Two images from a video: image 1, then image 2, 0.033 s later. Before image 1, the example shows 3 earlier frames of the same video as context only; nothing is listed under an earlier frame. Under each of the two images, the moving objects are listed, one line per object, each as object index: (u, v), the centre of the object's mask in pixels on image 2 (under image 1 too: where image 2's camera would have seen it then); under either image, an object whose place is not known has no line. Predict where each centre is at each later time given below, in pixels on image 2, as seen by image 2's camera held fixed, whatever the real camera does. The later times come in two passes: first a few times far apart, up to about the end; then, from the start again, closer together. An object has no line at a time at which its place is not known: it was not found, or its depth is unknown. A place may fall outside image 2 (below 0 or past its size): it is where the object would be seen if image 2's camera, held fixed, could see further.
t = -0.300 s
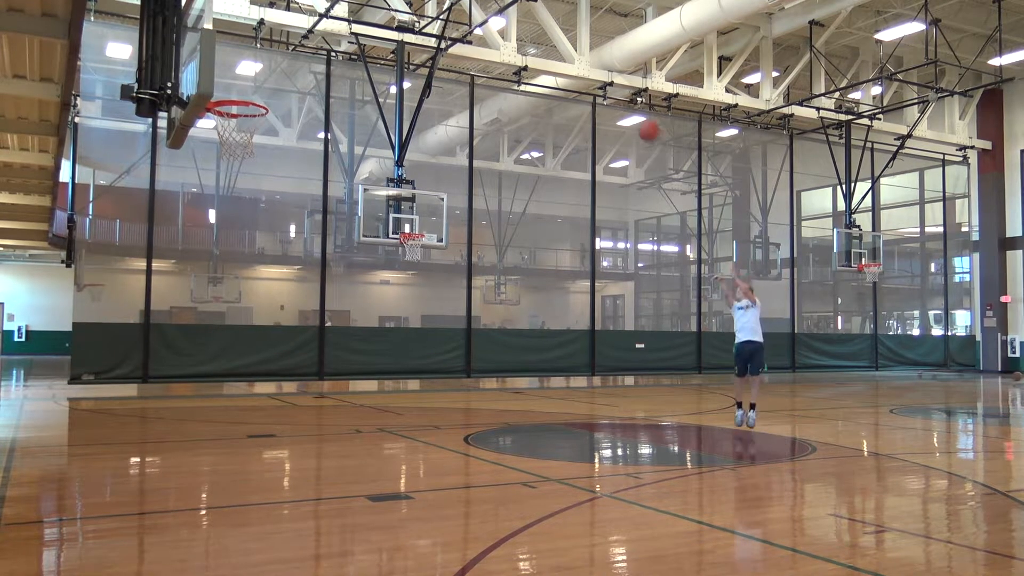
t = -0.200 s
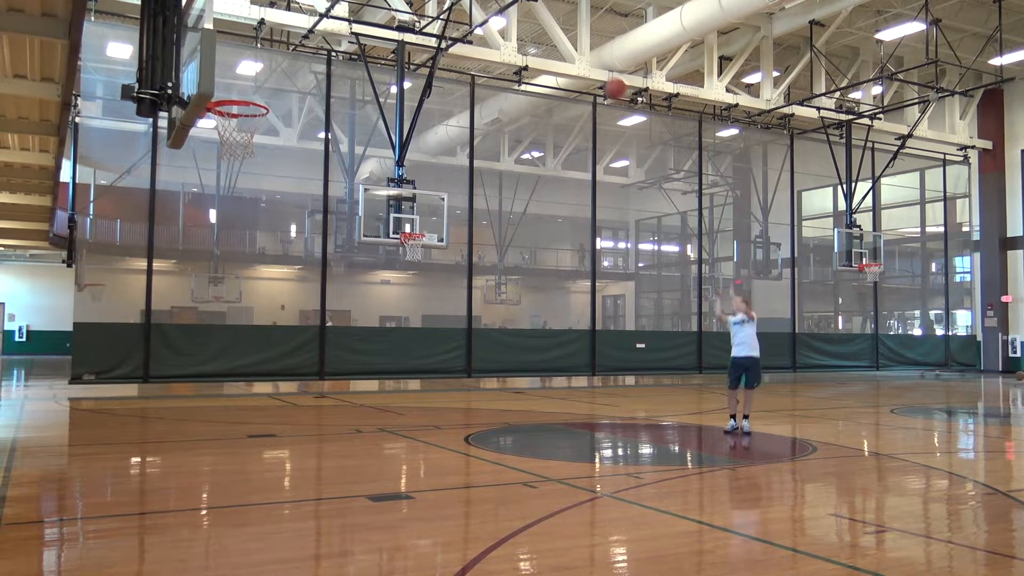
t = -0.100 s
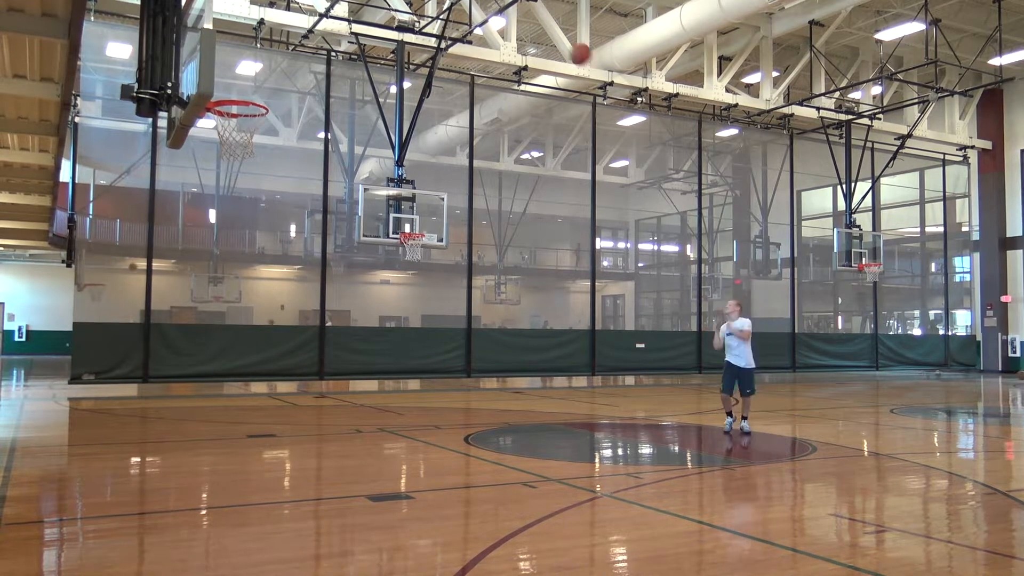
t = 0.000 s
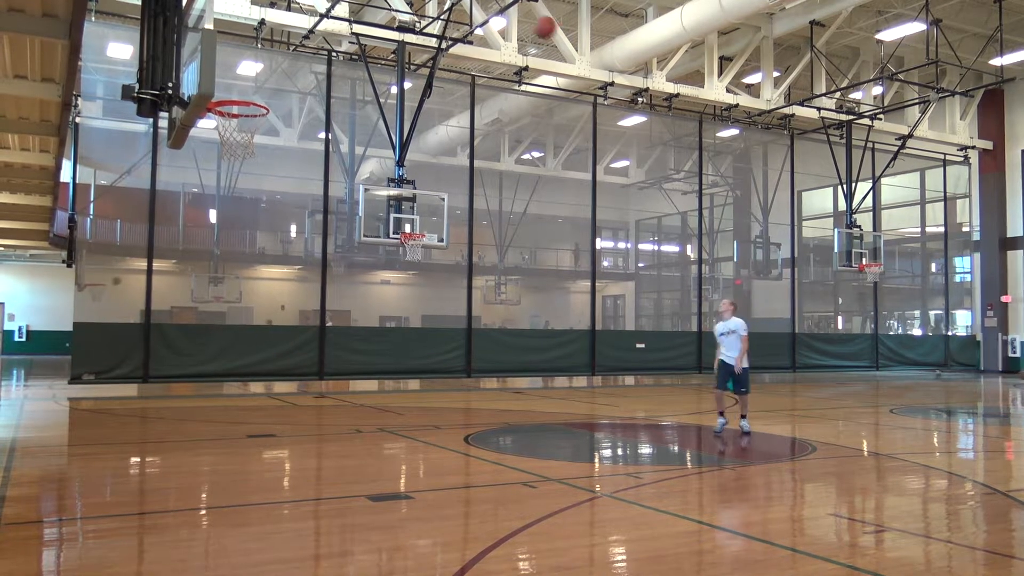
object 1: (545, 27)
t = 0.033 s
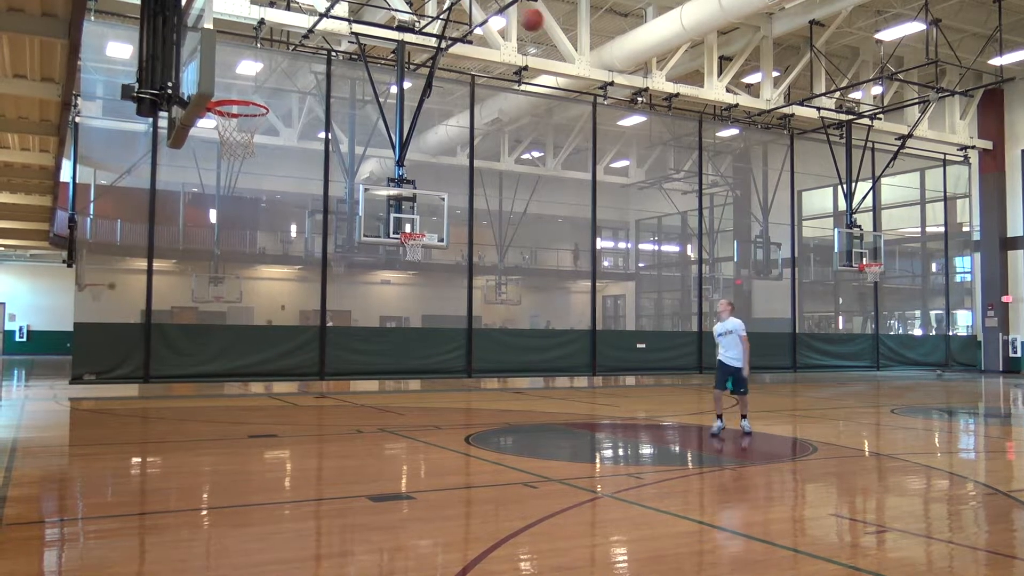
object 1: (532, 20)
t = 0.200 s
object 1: (467, 4)
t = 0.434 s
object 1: (365, 11)
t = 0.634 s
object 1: (268, 69)
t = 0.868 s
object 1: (261, 165)
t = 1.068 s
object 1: (295, 251)
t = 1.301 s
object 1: (333, 407)
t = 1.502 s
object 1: (365, 376)
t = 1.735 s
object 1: (397, 307)
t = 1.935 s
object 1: (423, 294)
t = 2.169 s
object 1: (452, 333)
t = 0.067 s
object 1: (520, 13)
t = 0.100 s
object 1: (506, 8)
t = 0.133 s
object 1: (495, 7)
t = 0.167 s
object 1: (481, 5)
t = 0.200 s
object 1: (467, 4)
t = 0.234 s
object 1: (454, 4)
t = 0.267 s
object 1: (439, 4)
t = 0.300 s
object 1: (424, 4)
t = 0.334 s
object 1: (413, 5)
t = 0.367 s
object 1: (396, 5)
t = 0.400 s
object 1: (381, 8)
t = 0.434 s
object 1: (365, 11)
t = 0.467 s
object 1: (350, 16)
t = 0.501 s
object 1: (334, 25)
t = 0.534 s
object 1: (318, 34)
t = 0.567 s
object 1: (302, 45)
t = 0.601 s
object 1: (285, 56)
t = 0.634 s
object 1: (268, 69)
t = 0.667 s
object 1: (250, 85)
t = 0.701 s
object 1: (233, 97)
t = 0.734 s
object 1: (228, 116)
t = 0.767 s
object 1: (241, 132)
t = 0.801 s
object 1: (250, 145)
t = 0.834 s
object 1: (256, 154)
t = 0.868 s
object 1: (261, 165)
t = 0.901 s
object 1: (267, 175)
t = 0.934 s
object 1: (273, 188)
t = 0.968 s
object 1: (278, 201)
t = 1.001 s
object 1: (284, 216)
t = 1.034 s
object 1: (289, 233)
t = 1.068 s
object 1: (295, 251)
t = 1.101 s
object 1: (301, 268)
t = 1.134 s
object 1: (306, 288)
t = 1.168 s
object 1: (312, 310)
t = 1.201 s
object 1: (319, 332)
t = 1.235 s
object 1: (323, 357)
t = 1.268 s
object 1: (328, 380)
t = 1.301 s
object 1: (333, 407)
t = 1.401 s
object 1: (349, 428)
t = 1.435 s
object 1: (354, 410)
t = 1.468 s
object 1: (359, 393)
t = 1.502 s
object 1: (365, 376)
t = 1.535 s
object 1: (370, 363)
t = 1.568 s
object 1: (374, 350)
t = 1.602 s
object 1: (379, 339)
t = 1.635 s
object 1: (383, 329)
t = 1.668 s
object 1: (388, 320)
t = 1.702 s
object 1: (393, 313)
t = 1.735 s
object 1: (397, 307)
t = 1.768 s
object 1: (402, 301)
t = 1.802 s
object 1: (406, 297)
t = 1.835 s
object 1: (411, 295)
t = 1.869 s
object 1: (415, 294)
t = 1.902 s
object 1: (419, 293)
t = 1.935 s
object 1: (423, 294)
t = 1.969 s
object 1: (427, 296)
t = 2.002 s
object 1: (431, 299)
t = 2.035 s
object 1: (435, 303)
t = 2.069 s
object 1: (439, 309)
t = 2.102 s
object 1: (444, 316)
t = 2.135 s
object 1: (448, 323)
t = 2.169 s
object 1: (452, 333)
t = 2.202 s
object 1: (455, 342)
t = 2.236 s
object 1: (459, 353)
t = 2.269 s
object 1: (463, 364)
